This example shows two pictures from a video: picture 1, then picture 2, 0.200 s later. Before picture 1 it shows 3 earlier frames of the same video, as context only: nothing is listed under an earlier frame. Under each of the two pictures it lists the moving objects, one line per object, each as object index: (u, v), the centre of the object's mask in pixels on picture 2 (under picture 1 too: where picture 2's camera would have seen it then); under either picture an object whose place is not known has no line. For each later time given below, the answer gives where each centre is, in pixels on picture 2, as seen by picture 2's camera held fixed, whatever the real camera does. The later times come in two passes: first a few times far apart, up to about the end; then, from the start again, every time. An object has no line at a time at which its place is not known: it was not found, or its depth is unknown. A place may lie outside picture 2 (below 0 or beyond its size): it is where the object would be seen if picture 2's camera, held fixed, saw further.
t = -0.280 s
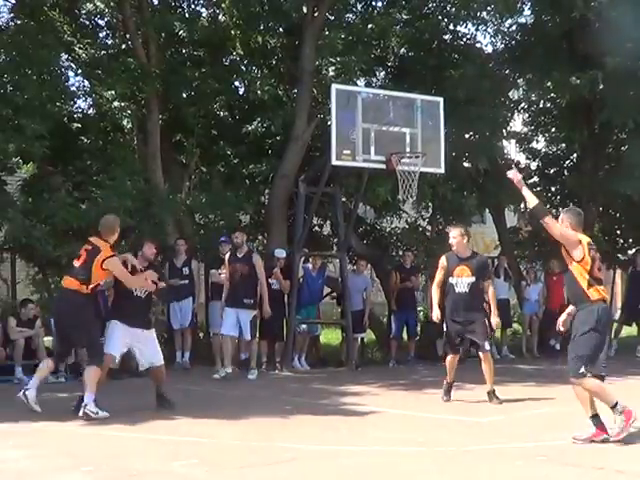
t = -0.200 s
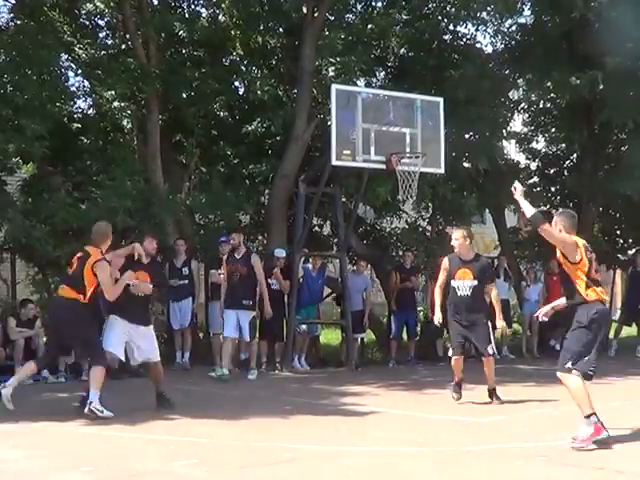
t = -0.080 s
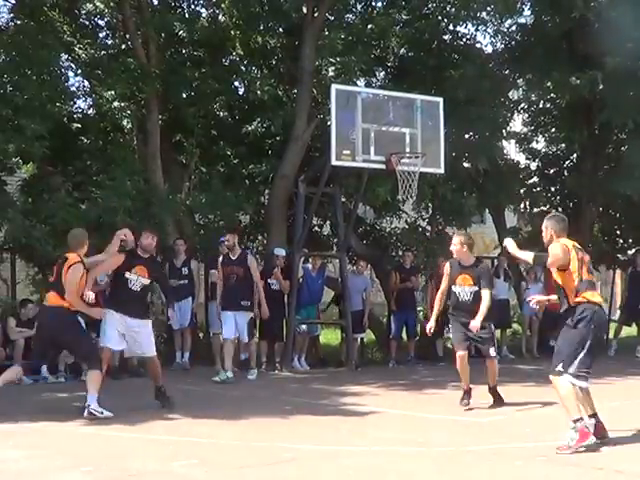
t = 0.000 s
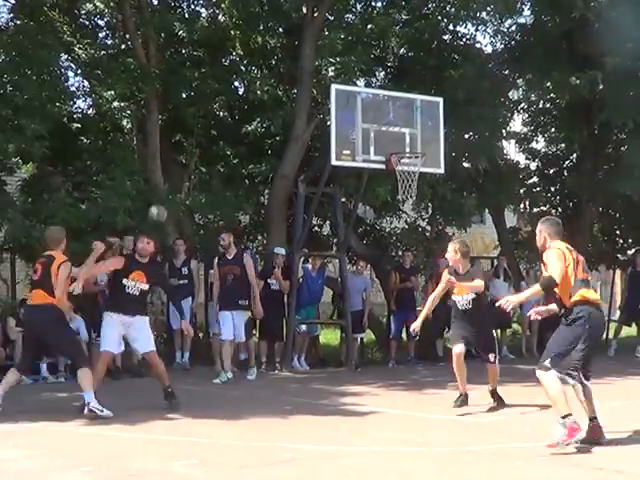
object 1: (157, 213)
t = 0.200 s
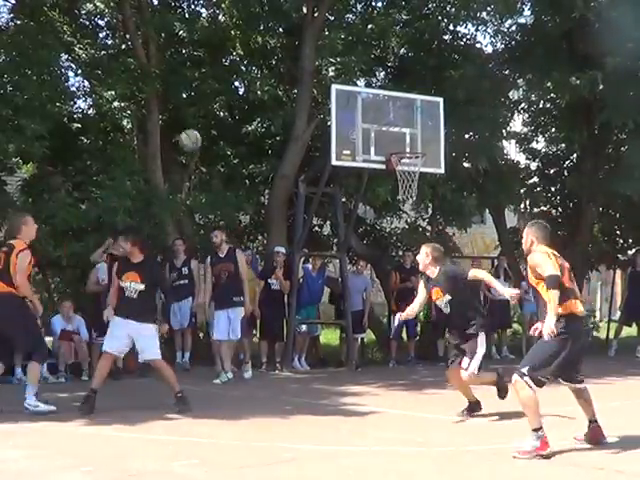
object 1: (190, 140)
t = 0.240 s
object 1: (197, 127)
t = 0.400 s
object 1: (232, 81)
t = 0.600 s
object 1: (288, 47)
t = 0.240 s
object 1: (197, 127)
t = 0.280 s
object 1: (205, 114)
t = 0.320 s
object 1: (213, 102)
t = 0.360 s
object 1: (222, 91)
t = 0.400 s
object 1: (232, 81)
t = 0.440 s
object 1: (241, 72)
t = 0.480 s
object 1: (252, 64)
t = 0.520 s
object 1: (263, 57)
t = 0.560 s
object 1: (275, 51)
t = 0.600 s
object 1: (288, 47)
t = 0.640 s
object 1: (302, 44)
